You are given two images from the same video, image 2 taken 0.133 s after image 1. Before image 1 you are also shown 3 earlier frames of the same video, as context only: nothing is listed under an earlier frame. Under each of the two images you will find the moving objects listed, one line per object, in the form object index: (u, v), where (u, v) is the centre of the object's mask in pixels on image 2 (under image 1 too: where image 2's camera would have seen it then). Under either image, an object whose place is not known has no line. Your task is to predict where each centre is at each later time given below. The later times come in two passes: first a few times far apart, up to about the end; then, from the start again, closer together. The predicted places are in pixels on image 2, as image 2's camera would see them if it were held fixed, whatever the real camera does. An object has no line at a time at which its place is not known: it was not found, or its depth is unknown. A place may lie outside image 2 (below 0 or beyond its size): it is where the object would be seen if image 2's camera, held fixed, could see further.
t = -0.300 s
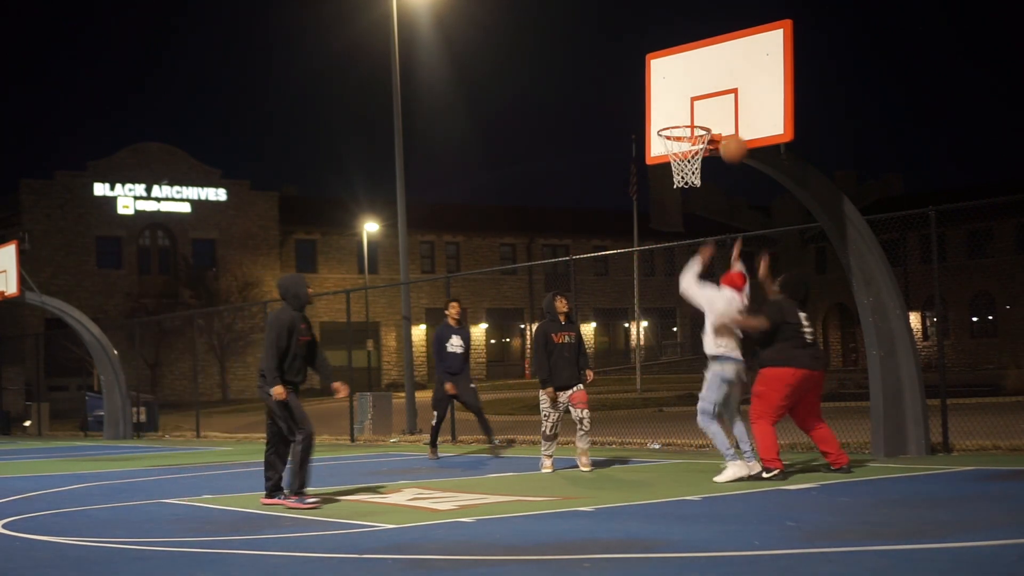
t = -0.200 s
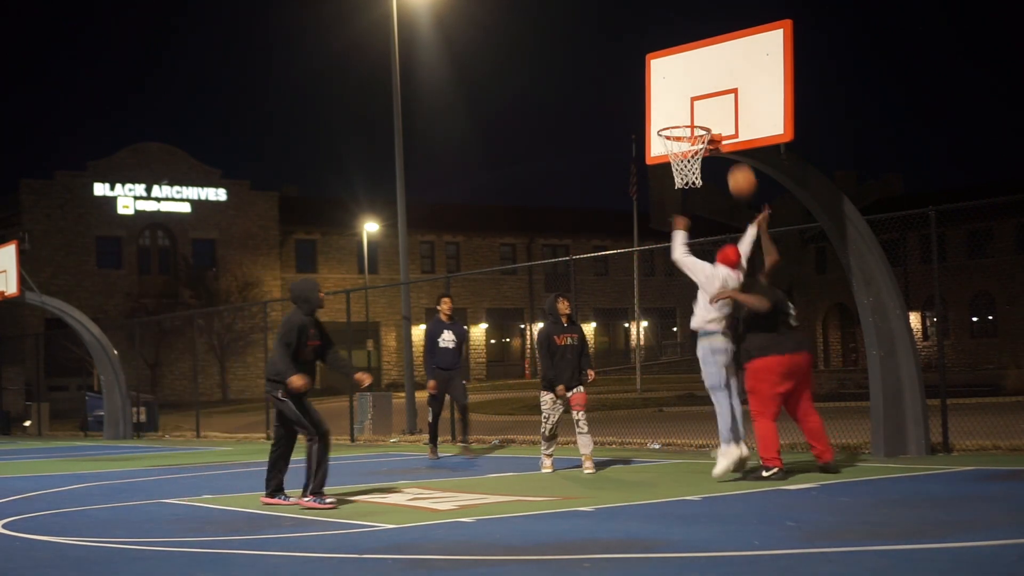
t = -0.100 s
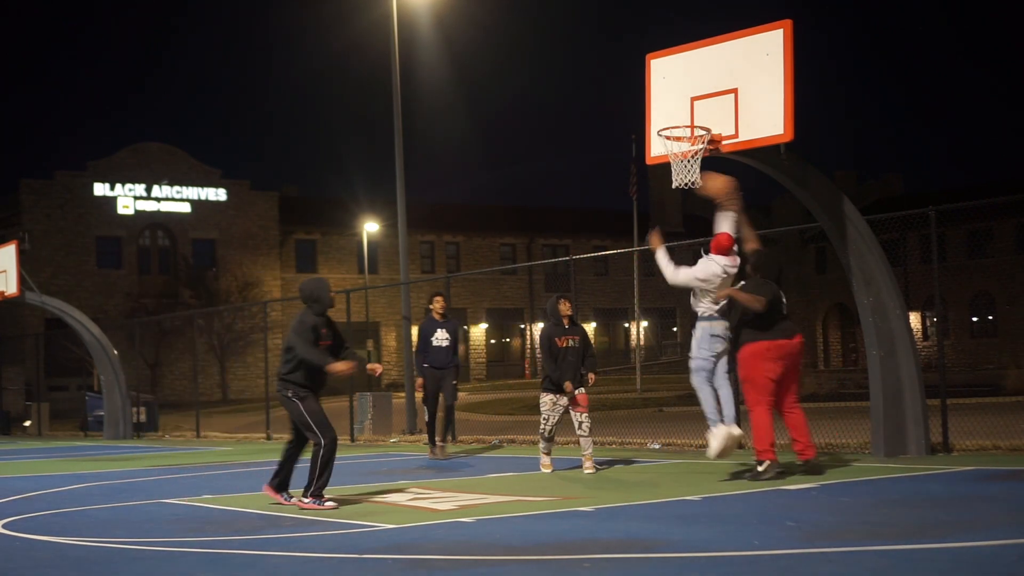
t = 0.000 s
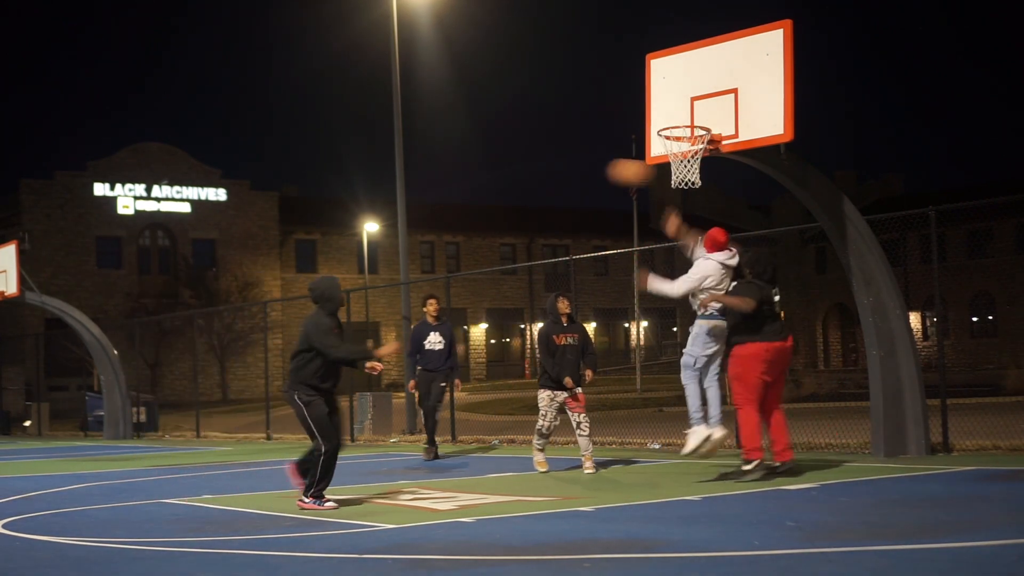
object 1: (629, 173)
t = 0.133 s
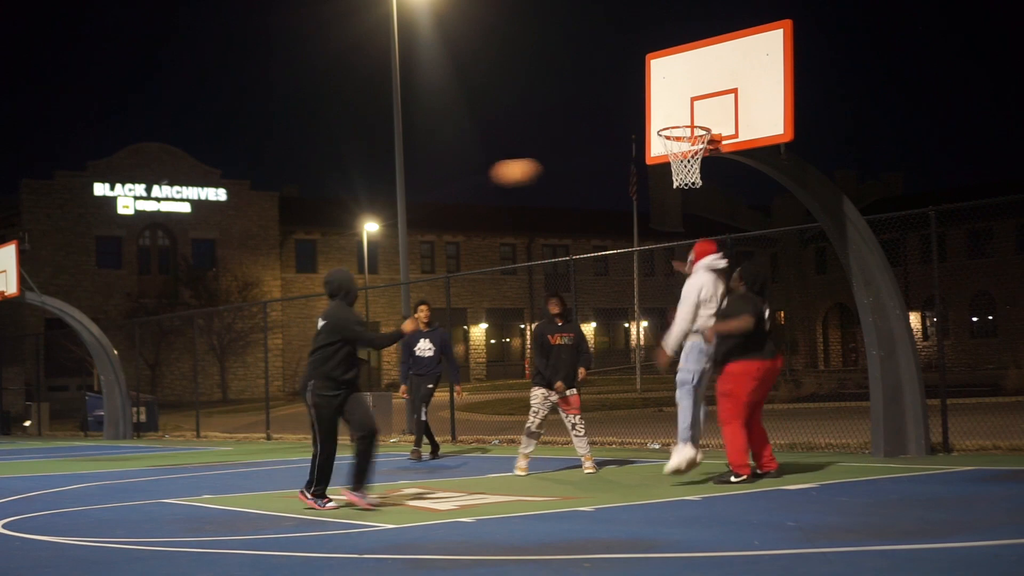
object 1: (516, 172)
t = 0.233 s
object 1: (430, 186)
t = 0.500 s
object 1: (199, 279)
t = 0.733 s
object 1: (11, 426)
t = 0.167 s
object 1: (487, 176)
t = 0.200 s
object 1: (458, 180)
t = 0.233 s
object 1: (430, 186)
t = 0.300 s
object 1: (372, 200)
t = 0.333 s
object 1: (343, 210)
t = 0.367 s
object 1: (314, 222)
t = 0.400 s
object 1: (285, 234)
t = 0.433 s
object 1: (257, 246)
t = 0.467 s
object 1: (227, 262)
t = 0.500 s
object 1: (199, 279)
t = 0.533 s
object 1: (171, 296)
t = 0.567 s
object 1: (143, 316)
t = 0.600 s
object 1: (114, 336)
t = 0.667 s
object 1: (60, 381)
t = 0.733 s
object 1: (11, 426)
